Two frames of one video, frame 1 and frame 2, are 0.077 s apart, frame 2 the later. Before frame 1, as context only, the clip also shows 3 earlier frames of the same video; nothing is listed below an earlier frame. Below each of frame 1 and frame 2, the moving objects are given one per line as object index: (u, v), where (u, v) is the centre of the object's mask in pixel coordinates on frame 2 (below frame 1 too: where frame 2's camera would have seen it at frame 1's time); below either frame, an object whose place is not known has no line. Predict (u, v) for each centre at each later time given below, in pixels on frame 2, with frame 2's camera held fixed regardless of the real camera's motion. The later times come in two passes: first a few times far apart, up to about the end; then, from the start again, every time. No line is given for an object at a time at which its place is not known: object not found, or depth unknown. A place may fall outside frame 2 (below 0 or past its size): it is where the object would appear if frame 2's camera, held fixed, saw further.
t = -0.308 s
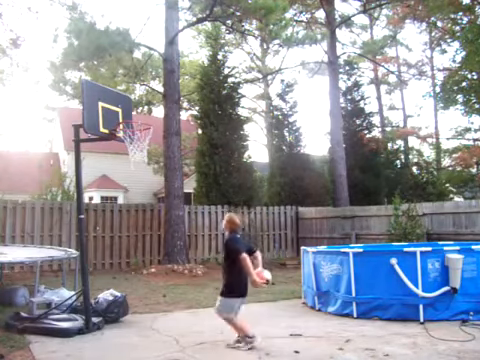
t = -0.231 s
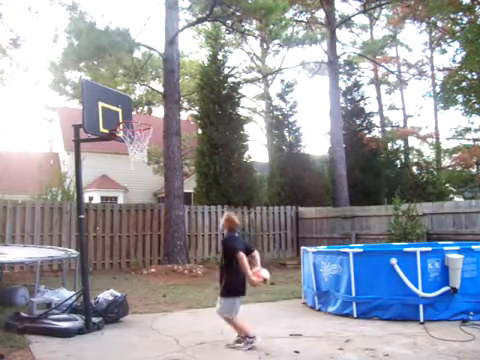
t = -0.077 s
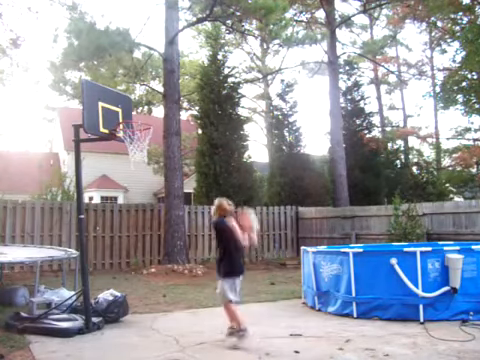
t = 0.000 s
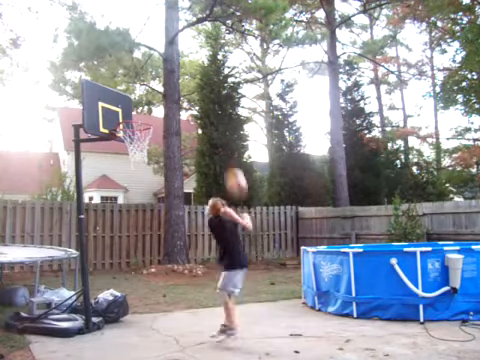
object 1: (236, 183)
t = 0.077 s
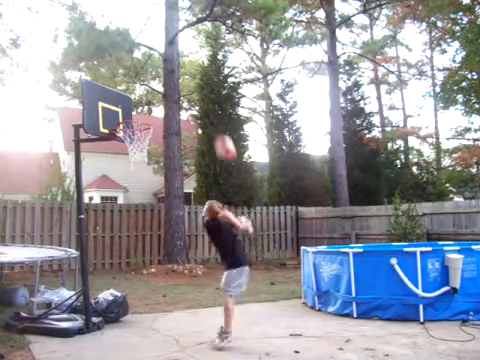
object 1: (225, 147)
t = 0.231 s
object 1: (206, 99)
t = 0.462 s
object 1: (175, 63)
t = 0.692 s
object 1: (151, 71)
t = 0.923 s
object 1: (128, 112)
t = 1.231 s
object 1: (117, 114)
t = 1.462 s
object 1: (117, 119)
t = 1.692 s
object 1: (125, 120)
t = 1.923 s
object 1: (136, 131)
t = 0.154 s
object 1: (214, 120)
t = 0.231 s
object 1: (206, 99)
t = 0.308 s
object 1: (195, 82)
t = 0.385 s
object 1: (184, 71)
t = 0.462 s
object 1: (175, 63)
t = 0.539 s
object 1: (169, 61)
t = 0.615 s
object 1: (163, 64)
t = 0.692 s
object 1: (151, 71)
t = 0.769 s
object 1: (142, 81)
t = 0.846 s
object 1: (137, 96)
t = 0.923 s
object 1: (128, 112)
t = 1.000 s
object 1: (125, 110)
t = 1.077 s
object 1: (122, 110)
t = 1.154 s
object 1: (119, 115)
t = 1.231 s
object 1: (117, 114)
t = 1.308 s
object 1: (116, 116)
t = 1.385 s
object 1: (116, 118)
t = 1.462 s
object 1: (117, 119)
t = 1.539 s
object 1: (120, 119)
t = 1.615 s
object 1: (122, 119)
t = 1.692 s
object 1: (125, 120)
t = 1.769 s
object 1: (128, 119)
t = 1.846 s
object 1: (132, 126)
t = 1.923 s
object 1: (136, 131)
